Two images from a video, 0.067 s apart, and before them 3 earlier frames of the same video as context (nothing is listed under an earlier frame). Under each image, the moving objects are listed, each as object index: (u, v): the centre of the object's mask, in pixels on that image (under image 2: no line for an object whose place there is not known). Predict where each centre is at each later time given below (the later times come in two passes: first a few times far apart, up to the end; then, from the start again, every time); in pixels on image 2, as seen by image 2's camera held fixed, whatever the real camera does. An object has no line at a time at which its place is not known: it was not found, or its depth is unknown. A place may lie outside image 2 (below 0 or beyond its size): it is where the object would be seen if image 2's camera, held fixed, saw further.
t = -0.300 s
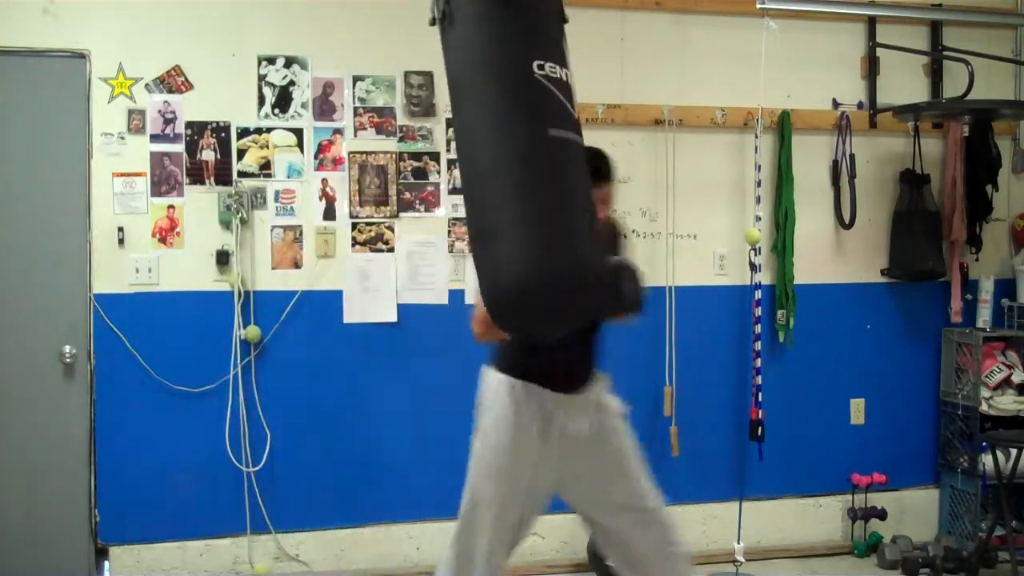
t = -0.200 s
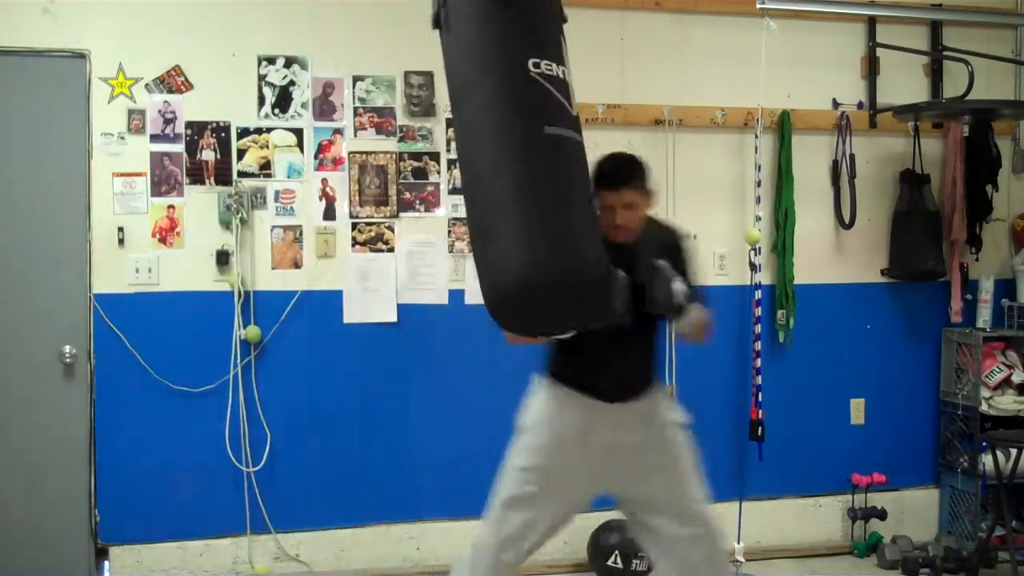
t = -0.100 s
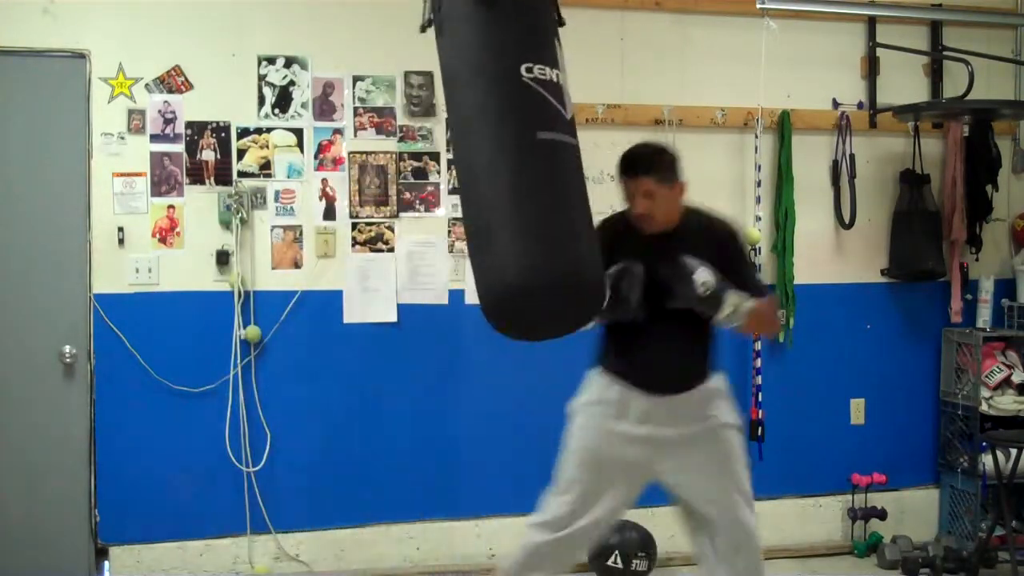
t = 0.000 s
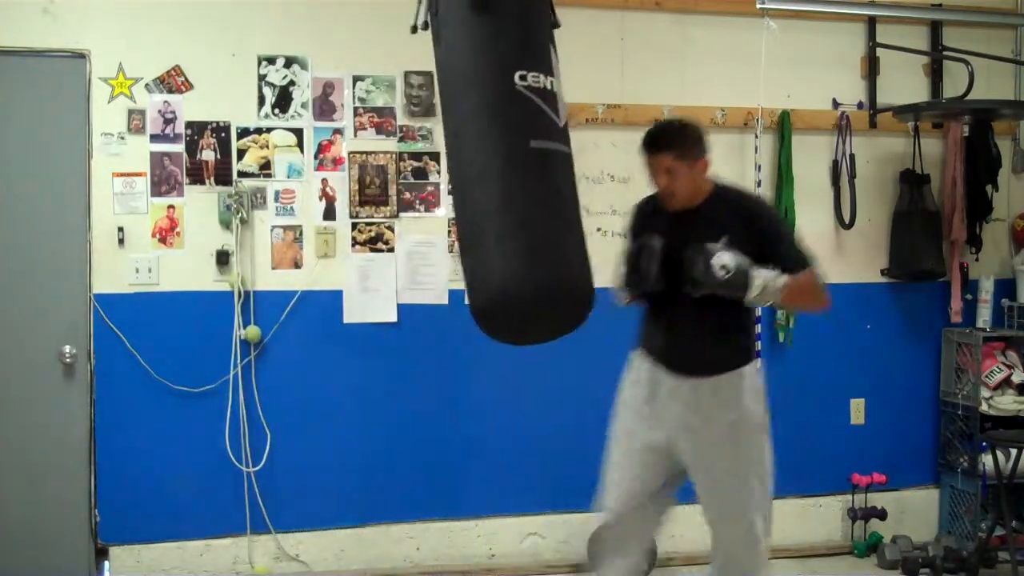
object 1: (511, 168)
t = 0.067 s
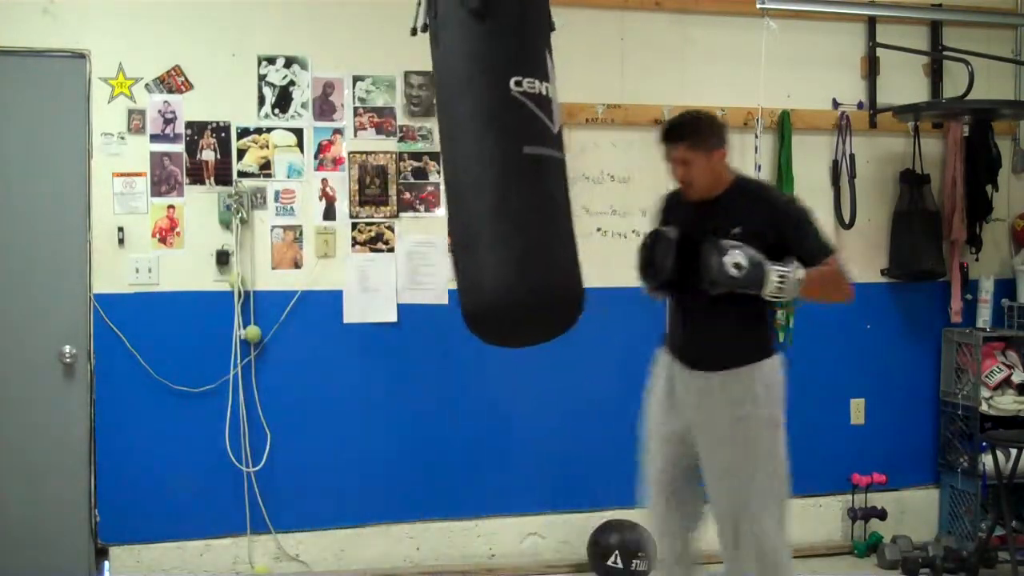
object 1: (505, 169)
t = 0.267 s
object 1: (478, 170)
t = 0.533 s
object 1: (443, 167)
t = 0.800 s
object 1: (419, 159)
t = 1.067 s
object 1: (413, 158)
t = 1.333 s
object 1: (426, 164)
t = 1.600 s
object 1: (455, 170)
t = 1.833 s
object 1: (488, 171)
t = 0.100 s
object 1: (500, 169)
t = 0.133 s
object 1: (496, 169)
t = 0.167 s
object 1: (492, 170)
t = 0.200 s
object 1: (488, 171)
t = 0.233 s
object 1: (483, 170)
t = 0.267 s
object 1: (478, 170)
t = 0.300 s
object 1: (473, 171)
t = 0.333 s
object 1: (469, 172)
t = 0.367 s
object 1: (464, 170)
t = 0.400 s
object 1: (460, 171)
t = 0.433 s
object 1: (456, 171)
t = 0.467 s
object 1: (451, 169)
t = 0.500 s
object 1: (448, 170)
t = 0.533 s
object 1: (443, 167)
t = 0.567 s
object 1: (440, 167)
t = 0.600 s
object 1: (436, 166)
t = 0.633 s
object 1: (432, 164)
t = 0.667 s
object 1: (429, 163)
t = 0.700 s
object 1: (426, 163)
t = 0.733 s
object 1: (423, 161)
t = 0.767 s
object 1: (421, 161)
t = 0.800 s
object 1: (419, 159)
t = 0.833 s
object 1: (417, 159)
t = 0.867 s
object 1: (416, 159)
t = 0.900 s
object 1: (415, 158)
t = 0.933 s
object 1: (414, 157)
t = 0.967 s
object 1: (413, 157)
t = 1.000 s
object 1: (413, 158)
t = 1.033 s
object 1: (413, 158)
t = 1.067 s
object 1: (413, 158)
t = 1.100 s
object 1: (413, 159)
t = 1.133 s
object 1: (414, 160)
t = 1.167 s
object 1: (415, 160)
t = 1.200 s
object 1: (417, 161)
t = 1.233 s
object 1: (419, 162)
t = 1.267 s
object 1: (421, 163)
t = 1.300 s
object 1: (424, 164)
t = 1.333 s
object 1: (426, 164)
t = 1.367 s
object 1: (429, 164)
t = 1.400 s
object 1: (433, 167)
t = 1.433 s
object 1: (436, 169)
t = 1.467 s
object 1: (440, 170)
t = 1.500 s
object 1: (444, 170)
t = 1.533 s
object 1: (447, 170)
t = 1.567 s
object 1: (452, 171)
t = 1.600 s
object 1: (455, 170)
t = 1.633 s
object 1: (461, 172)
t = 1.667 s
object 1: (466, 174)
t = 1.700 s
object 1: (471, 175)
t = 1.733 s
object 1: (475, 172)
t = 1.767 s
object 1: (479, 171)
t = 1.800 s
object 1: (483, 172)
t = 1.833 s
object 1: (488, 171)
